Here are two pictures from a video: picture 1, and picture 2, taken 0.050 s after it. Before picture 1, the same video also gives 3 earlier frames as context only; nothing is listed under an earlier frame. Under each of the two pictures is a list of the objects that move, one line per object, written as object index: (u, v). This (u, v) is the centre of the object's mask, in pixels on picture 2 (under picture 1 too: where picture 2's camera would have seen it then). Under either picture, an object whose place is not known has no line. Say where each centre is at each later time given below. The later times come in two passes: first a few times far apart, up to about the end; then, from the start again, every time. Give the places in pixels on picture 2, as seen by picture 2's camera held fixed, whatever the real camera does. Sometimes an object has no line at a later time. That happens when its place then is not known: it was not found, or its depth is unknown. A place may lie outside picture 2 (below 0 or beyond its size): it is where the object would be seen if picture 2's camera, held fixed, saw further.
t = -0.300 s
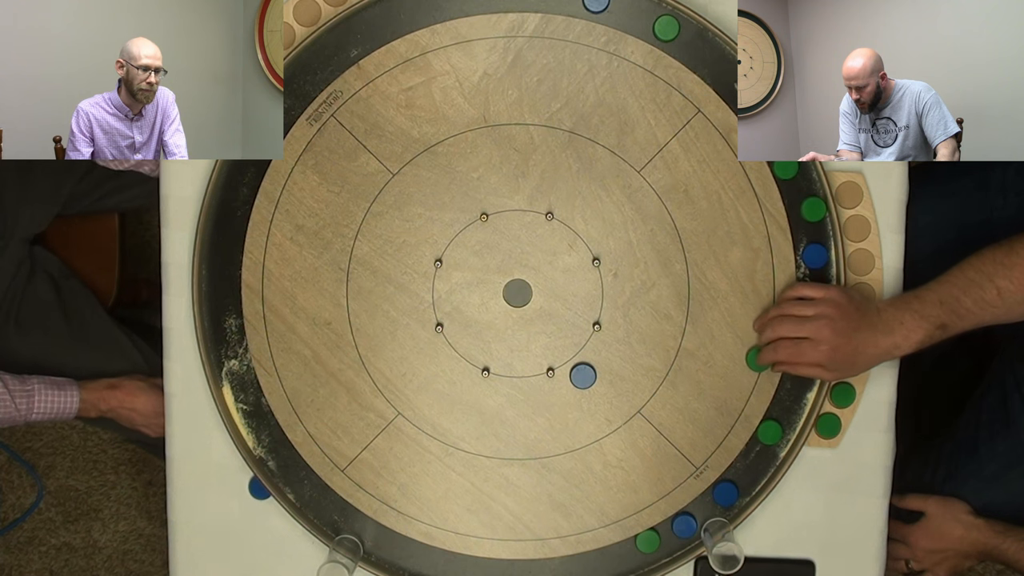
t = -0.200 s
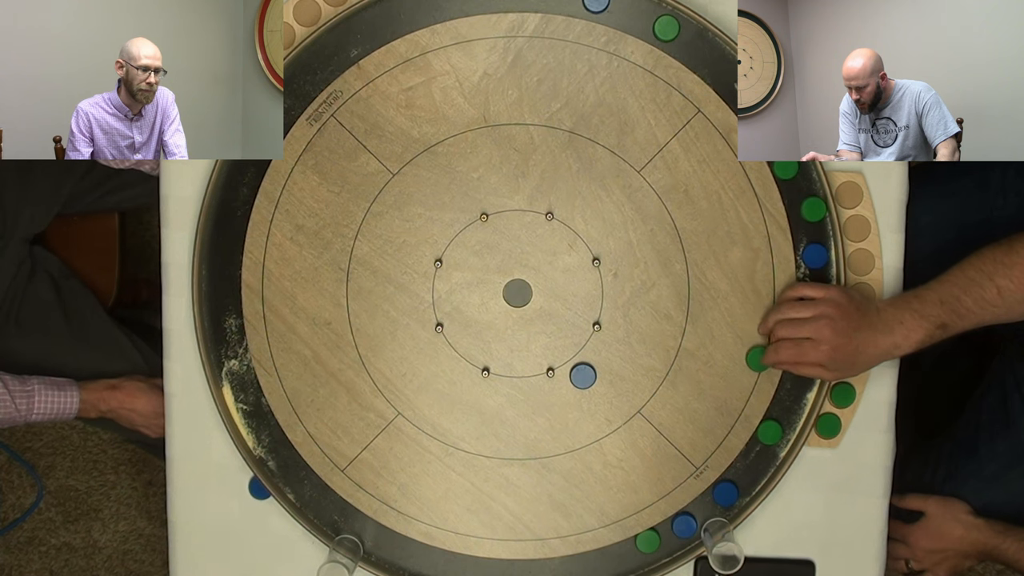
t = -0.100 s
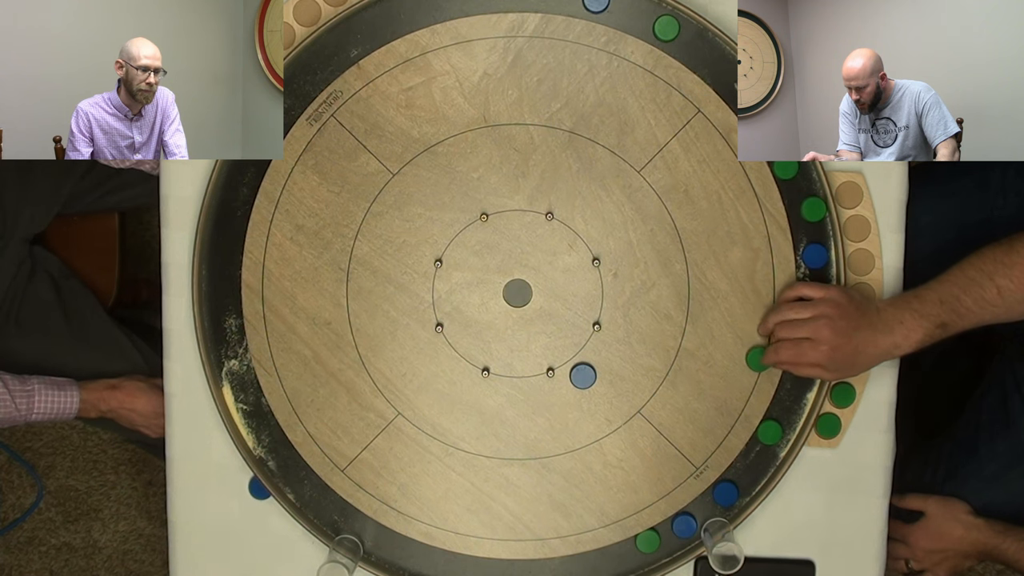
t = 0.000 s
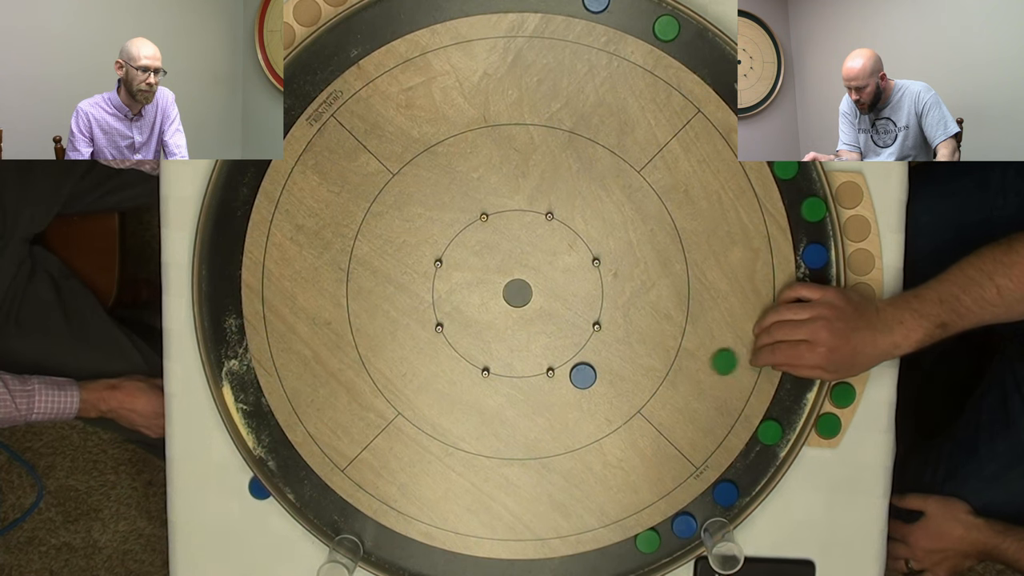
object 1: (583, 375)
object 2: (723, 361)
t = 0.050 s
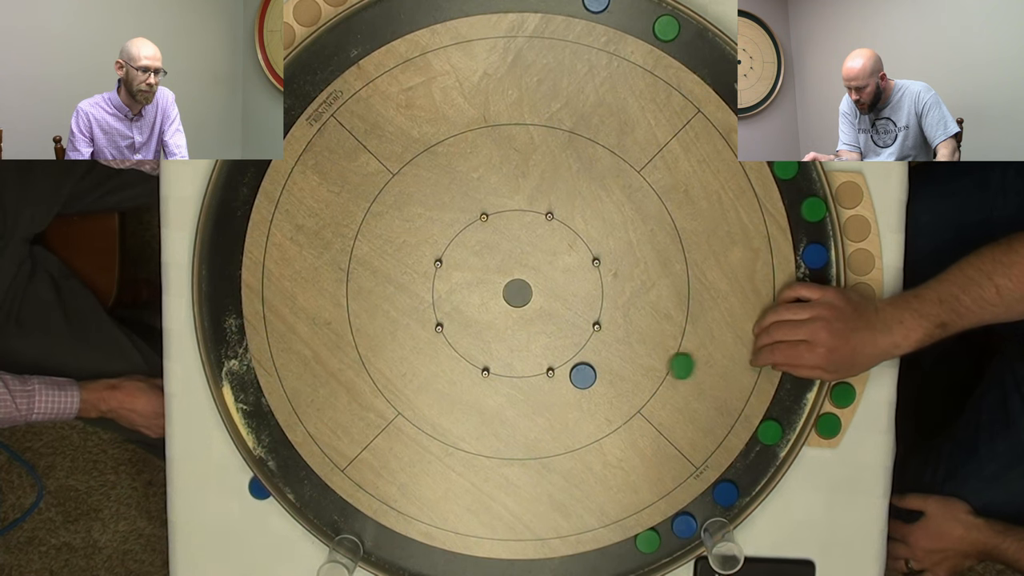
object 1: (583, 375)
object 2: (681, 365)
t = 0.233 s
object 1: (588, 397)
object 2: (605, 371)
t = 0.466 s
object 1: (645, 448)
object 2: (605, 370)
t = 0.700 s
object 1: (677, 482)
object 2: (605, 370)
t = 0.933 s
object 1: (698, 502)
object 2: (605, 370)
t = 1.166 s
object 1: (706, 515)
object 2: (605, 370)
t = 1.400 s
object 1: (699, 514)
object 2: (604, 370)
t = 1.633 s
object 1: (695, 513)
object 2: (605, 370)
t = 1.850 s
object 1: (694, 513)
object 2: (605, 370)
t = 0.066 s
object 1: (583, 375)
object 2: (667, 367)
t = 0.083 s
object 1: (583, 375)
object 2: (654, 368)
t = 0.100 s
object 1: (583, 375)
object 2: (641, 369)
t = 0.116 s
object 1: (583, 375)
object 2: (628, 370)
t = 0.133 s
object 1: (583, 375)
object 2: (615, 371)
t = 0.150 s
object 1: (578, 376)
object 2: (609, 372)
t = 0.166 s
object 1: (568, 377)
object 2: (608, 371)
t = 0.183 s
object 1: (570, 382)
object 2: (607, 371)
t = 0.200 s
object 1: (576, 387)
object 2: (606, 371)
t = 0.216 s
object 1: (582, 392)
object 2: (606, 371)
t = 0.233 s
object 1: (588, 397)
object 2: (605, 371)
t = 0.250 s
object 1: (593, 402)
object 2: (605, 370)
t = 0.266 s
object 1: (599, 407)
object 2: (605, 370)
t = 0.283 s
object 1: (604, 411)
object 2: (605, 370)
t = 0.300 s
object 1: (609, 416)
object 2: (605, 370)
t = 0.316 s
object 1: (613, 419)
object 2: (605, 370)
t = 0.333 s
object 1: (618, 423)
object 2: (605, 370)
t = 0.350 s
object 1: (622, 427)
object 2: (605, 370)
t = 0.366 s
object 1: (626, 430)
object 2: (604, 370)
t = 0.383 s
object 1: (630, 434)
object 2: (604, 370)
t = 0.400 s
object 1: (633, 436)
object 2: (604, 370)
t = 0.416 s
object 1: (636, 439)
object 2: (605, 370)
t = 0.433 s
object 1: (640, 442)
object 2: (605, 370)
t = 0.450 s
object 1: (643, 445)
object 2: (605, 370)
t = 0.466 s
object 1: (645, 448)
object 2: (605, 370)
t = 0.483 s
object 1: (648, 451)
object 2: (605, 370)
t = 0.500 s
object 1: (651, 453)
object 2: (604, 370)
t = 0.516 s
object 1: (653, 456)
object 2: (605, 370)
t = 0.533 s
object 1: (656, 458)
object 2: (605, 370)
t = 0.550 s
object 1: (658, 461)
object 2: (605, 370)
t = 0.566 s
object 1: (661, 464)
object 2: (605, 370)
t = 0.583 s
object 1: (663, 466)
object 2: (605, 370)
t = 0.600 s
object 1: (665, 469)
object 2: (605, 370)
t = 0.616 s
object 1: (667, 471)
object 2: (605, 370)
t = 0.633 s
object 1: (669, 473)
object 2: (605, 370)
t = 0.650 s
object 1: (671, 476)
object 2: (605, 370)
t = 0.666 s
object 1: (673, 478)
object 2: (605, 370)
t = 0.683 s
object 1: (675, 480)
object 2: (605, 370)
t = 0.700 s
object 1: (677, 482)
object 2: (605, 370)
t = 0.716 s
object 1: (679, 484)
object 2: (605, 370)
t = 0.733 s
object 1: (681, 486)
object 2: (605, 370)
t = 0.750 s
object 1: (683, 488)
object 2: (605, 370)
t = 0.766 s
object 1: (685, 489)
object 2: (605, 370)
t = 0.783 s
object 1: (687, 492)
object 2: (605, 370)
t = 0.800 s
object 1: (689, 493)
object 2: (605, 370)
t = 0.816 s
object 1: (690, 494)
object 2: (605, 370)
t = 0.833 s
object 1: (692, 496)
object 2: (605, 370)
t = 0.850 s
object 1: (693, 497)
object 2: (605, 370)
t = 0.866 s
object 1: (695, 498)
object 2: (605, 370)
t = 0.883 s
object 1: (696, 499)
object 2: (605, 370)
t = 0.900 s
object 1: (697, 500)
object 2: (605, 370)
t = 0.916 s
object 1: (697, 501)
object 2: (605, 370)
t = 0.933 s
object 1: (698, 502)
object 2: (605, 370)
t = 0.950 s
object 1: (700, 503)
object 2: (605, 370)
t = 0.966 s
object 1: (701, 505)
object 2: (605, 370)
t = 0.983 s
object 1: (702, 506)
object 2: (605, 370)
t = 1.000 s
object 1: (703, 507)
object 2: (605, 370)
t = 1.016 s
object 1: (704, 508)
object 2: (605, 370)
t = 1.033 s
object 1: (705, 509)
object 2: (605, 370)
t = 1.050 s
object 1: (705, 511)
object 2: (605, 370)
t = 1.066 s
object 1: (705, 512)
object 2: (605, 370)
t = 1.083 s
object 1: (706, 512)
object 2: (604, 370)
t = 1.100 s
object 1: (706, 513)
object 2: (605, 370)
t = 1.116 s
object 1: (706, 514)
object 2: (605, 370)
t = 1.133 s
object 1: (707, 514)
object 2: (605, 370)
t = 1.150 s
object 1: (707, 515)
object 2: (605, 370)
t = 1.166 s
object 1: (706, 515)
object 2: (605, 370)
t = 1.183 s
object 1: (706, 515)
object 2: (605, 370)
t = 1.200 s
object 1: (706, 515)
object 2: (605, 370)
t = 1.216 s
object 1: (705, 515)
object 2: (605, 370)
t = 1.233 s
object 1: (704, 515)
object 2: (604, 370)
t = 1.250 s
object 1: (704, 515)
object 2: (605, 370)
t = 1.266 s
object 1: (703, 515)
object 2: (605, 370)
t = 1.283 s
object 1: (703, 515)
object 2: (605, 370)
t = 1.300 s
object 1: (702, 514)
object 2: (605, 370)
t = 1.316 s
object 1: (702, 514)
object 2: (605, 370)
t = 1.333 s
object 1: (701, 514)
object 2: (605, 370)
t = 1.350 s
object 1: (700, 514)
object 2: (605, 370)
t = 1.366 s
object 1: (700, 514)
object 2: (605, 370)
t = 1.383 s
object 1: (699, 514)
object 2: (605, 370)
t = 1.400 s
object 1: (699, 514)
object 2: (604, 370)
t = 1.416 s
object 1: (699, 514)
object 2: (605, 370)
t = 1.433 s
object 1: (698, 514)
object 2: (605, 370)
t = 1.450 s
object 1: (698, 514)
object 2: (605, 370)
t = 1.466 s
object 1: (697, 514)
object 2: (605, 370)
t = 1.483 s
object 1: (697, 514)
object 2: (605, 370)
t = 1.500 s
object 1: (696, 513)
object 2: (605, 370)
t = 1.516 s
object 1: (696, 514)
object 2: (604, 370)
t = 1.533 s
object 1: (695, 513)
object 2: (605, 370)
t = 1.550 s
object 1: (695, 514)
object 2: (605, 370)
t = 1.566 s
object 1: (695, 513)
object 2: (605, 370)
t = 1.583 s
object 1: (695, 513)
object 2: (605, 370)
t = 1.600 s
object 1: (695, 513)
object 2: (605, 370)
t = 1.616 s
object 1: (695, 513)
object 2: (605, 370)
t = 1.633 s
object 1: (695, 513)
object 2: (605, 370)
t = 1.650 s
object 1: (695, 513)
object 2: (605, 370)
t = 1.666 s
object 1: (695, 513)
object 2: (605, 370)
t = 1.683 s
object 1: (695, 513)
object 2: (605, 370)
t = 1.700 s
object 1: (695, 513)
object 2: (605, 370)
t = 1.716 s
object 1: (695, 513)
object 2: (605, 370)
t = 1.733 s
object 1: (695, 513)
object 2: (605, 370)
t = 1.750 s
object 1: (695, 513)
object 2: (605, 370)
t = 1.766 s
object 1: (694, 513)
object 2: (605, 370)
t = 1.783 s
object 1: (694, 513)
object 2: (604, 370)
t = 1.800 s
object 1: (694, 513)
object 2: (605, 370)
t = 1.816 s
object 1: (694, 513)
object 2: (605, 370)
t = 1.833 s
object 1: (694, 513)
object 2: (605, 370)
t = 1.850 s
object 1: (694, 513)
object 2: (605, 370)
